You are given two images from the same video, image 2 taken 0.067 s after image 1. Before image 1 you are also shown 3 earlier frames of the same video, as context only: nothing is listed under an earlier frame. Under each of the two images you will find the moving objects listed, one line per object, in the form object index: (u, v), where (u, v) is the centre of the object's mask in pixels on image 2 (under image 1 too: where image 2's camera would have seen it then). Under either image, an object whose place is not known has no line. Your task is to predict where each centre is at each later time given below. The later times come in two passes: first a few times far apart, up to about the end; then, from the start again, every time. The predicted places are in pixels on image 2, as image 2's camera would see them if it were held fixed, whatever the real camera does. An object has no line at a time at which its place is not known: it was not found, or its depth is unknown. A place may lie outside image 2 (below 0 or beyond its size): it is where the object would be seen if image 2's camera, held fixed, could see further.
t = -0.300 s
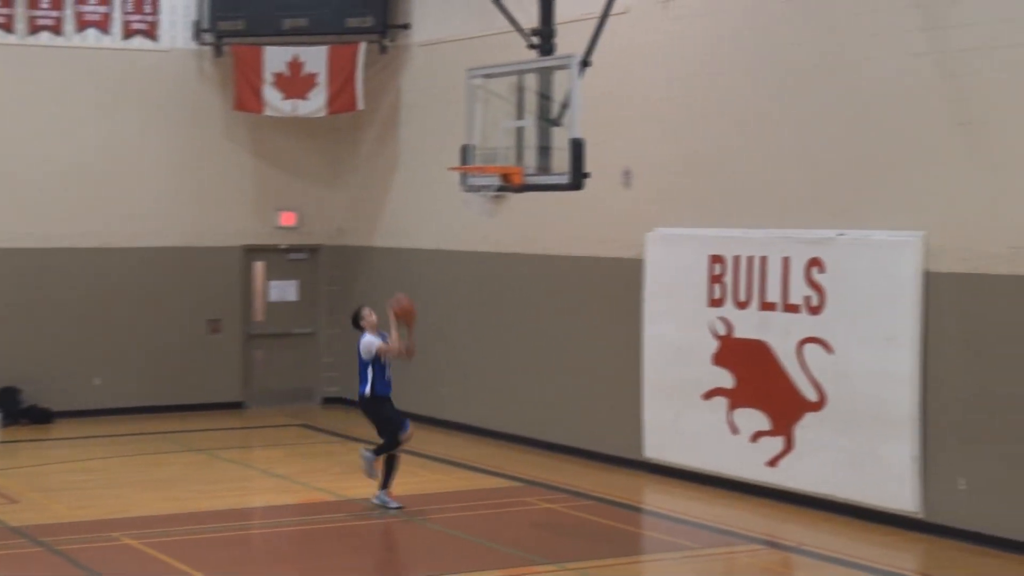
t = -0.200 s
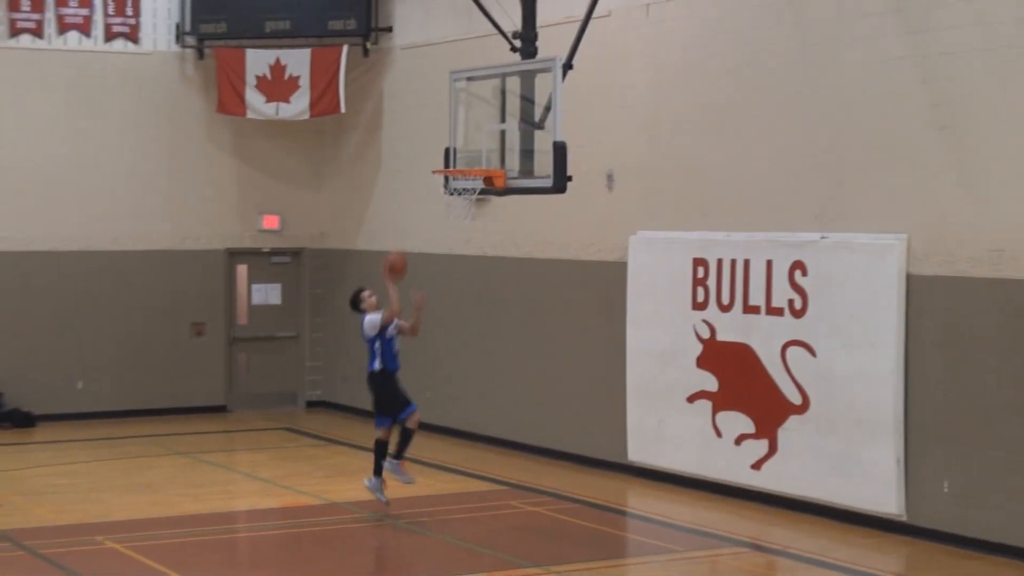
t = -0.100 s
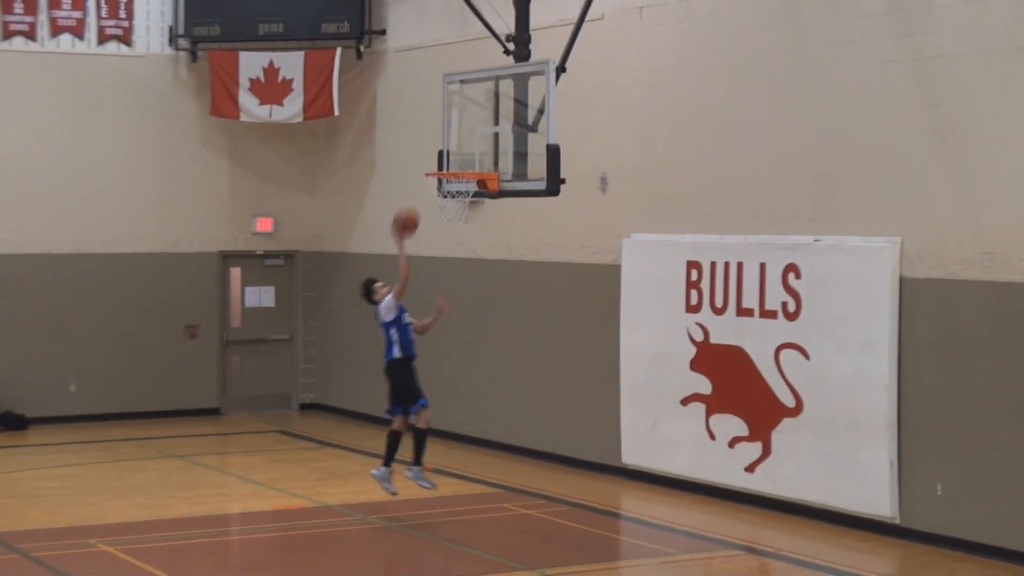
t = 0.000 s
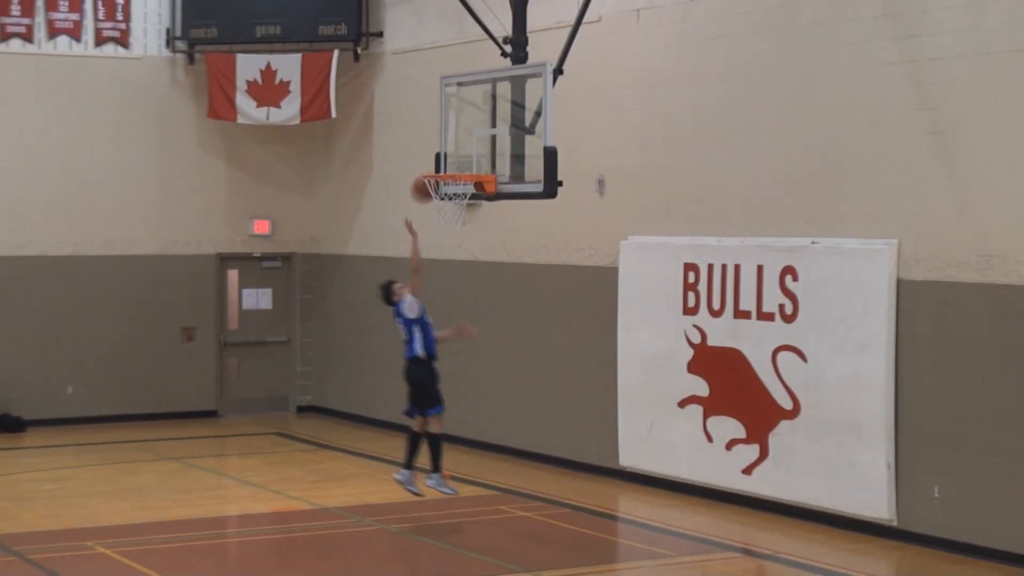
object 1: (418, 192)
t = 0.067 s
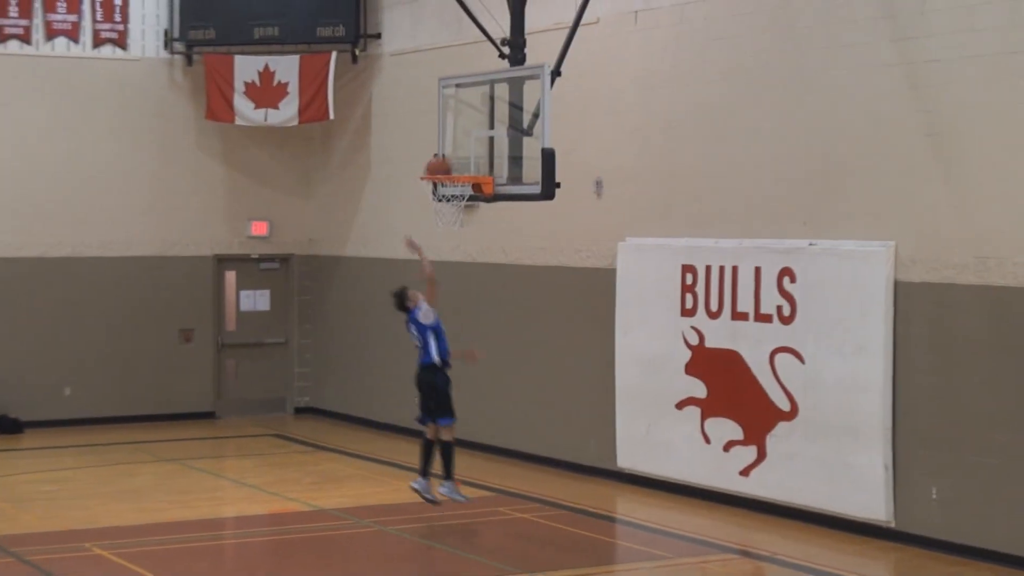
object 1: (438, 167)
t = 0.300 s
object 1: (465, 150)
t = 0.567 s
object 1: (435, 166)
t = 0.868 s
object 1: (450, 163)
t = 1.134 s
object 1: (461, 167)
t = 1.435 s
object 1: (445, 221)
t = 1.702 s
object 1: (420, 305)
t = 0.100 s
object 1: (447, 162)
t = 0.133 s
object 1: (455, 156)
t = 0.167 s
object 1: (462, 151)
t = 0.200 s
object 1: (467, 148)
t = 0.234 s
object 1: (466, 148)
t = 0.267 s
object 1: (465, 148)
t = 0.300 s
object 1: (465, 150)
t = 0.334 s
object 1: (464, 153)
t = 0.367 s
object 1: (463, 157)
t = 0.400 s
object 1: (462, 162)
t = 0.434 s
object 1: (460, 166)
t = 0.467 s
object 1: (454, 165)
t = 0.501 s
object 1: (445, 166)
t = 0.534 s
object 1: (436, 166)
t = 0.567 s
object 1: (435, 166)
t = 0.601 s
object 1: (435, 165)
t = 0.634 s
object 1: (436, 165)
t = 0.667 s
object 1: (437, 165)
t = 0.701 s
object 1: (439, 164)
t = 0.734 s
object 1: (441, 164)
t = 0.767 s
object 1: (443, 164)
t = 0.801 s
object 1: (445, 164)
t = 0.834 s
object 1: (448, 164)
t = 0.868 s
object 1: (450, 163)
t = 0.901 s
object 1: (452, 164)
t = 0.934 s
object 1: (454, 163)
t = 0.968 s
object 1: (456, 164)
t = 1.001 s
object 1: (457, 165)
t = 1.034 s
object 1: (459, 165)
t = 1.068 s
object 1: (460, 165)
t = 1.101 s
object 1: (461, 167)
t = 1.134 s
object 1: (461, 167)
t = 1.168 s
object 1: (460, 172)
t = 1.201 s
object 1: (459, 181)
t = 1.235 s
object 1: (459, 186)
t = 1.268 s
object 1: (457, 192)
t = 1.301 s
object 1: (456, 195)
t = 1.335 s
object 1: (454, 201)
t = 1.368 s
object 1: (450, 207)
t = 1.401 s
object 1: (447, 210)
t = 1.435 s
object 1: (445, 221)
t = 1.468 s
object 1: (441, 224)
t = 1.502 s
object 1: (439, 230)
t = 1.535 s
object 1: (436, 239)
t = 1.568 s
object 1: (432, 250)
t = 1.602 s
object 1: (429, 261)
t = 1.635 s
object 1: (426, 276)
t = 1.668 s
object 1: (423, 289)
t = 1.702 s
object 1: (420, 305)
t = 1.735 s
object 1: (418, 322)
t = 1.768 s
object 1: (415, 340)
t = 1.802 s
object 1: (411, 359)
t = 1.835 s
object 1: (409, 380)
